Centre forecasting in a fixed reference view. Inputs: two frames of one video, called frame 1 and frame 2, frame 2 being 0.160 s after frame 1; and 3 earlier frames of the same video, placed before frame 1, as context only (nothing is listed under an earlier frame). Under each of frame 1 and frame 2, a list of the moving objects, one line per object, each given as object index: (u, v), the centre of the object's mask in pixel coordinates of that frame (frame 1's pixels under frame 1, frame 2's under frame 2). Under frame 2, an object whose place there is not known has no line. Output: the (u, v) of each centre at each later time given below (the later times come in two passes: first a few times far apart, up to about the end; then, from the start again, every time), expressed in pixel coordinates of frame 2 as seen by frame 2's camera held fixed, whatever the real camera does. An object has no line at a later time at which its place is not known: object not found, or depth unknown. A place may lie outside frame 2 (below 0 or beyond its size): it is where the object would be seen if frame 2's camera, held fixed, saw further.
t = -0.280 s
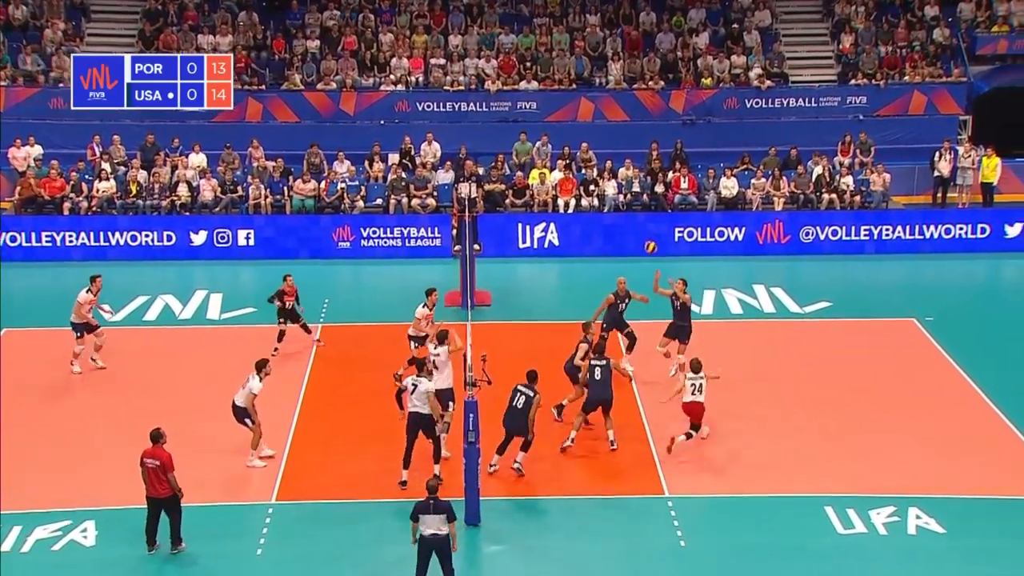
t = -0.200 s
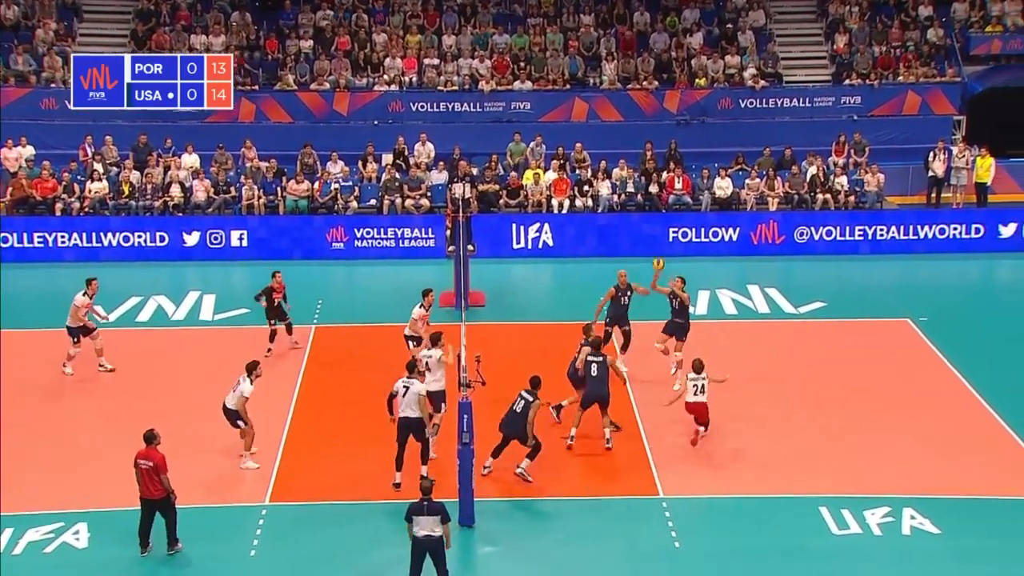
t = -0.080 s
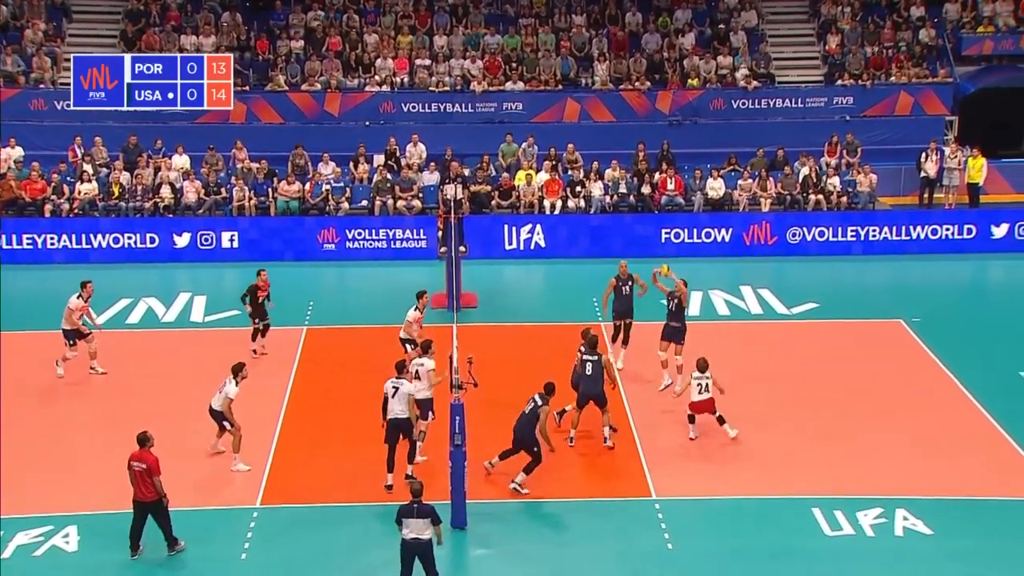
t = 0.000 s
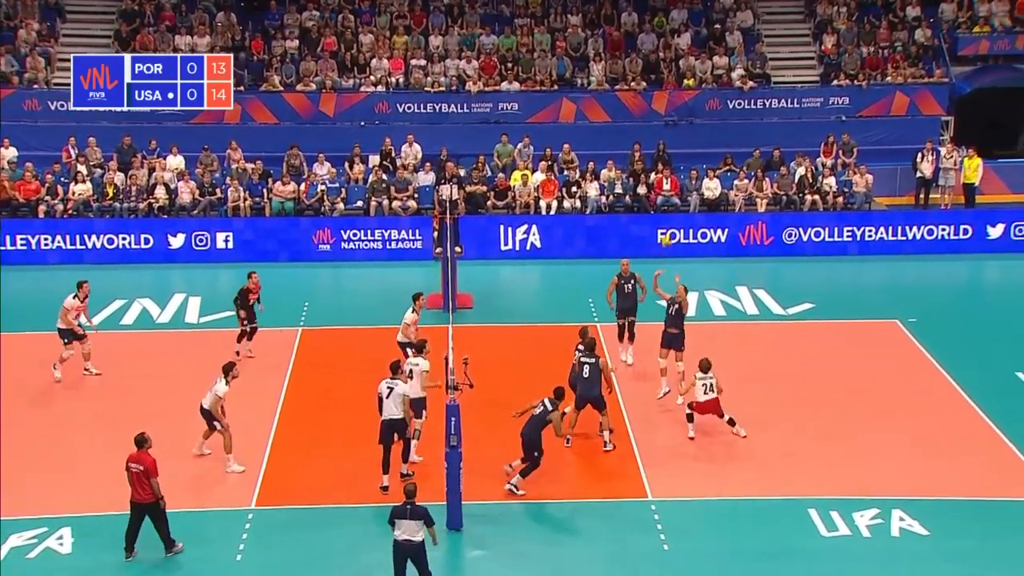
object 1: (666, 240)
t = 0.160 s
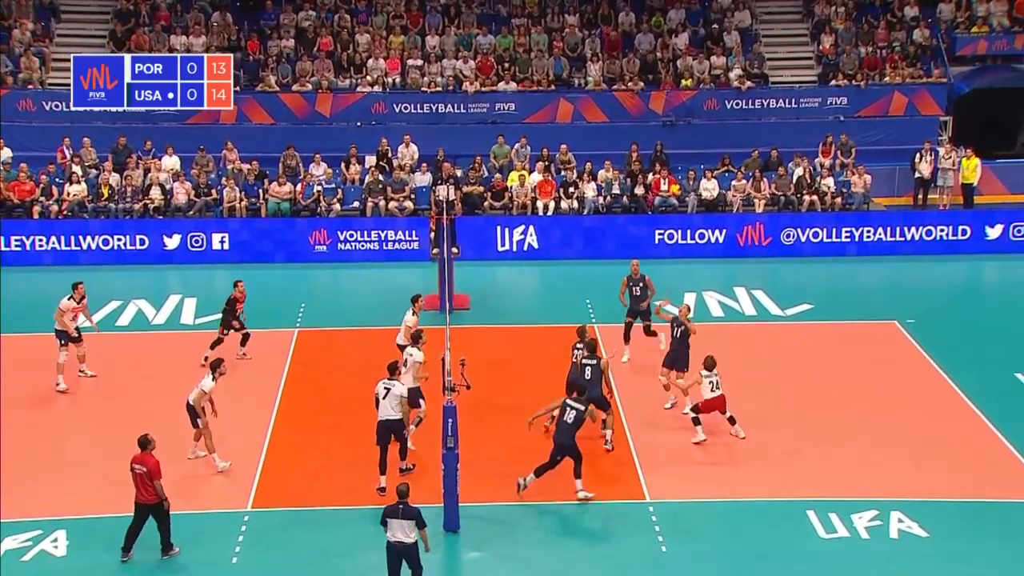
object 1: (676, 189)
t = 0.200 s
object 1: (678, 179)
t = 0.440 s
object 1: (692, 137)
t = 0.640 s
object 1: (704, 128)
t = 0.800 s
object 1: (713, 137)
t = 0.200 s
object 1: (678, 179)
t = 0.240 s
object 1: (680, 170)
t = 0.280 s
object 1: (682, 161)
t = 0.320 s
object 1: (685, 154)
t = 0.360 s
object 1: (687, 147)
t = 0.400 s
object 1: (690, 142)
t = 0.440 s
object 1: (692, 137)
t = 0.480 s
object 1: (695, 133)
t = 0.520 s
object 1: (697, 130)
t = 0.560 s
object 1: (700, 129)
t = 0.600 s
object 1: (702, 128)
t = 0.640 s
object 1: (704, 128)
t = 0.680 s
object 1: (707, 129)
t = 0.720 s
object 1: (709, 131)
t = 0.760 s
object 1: (711, 133)
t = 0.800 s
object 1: (713, 137)
